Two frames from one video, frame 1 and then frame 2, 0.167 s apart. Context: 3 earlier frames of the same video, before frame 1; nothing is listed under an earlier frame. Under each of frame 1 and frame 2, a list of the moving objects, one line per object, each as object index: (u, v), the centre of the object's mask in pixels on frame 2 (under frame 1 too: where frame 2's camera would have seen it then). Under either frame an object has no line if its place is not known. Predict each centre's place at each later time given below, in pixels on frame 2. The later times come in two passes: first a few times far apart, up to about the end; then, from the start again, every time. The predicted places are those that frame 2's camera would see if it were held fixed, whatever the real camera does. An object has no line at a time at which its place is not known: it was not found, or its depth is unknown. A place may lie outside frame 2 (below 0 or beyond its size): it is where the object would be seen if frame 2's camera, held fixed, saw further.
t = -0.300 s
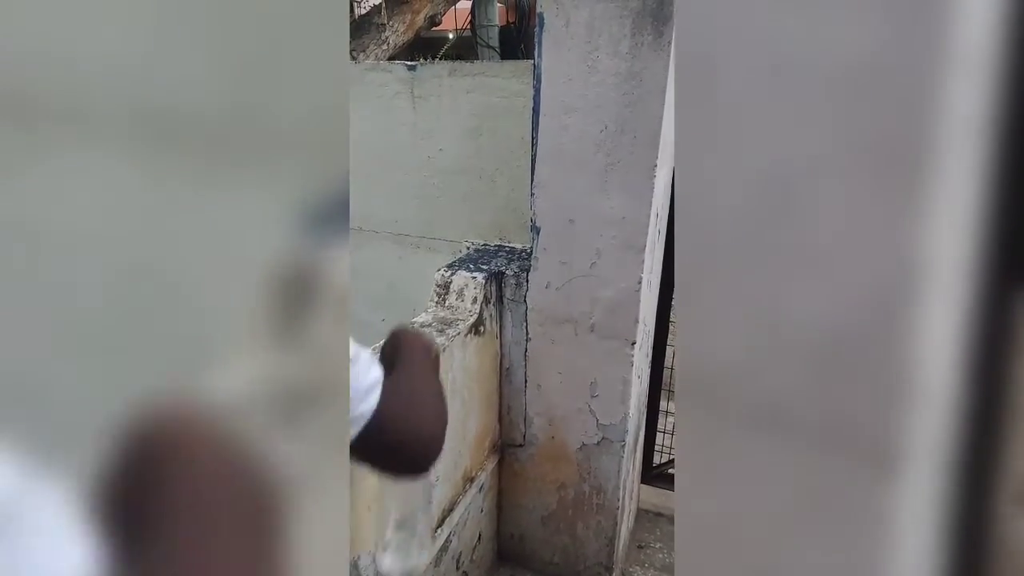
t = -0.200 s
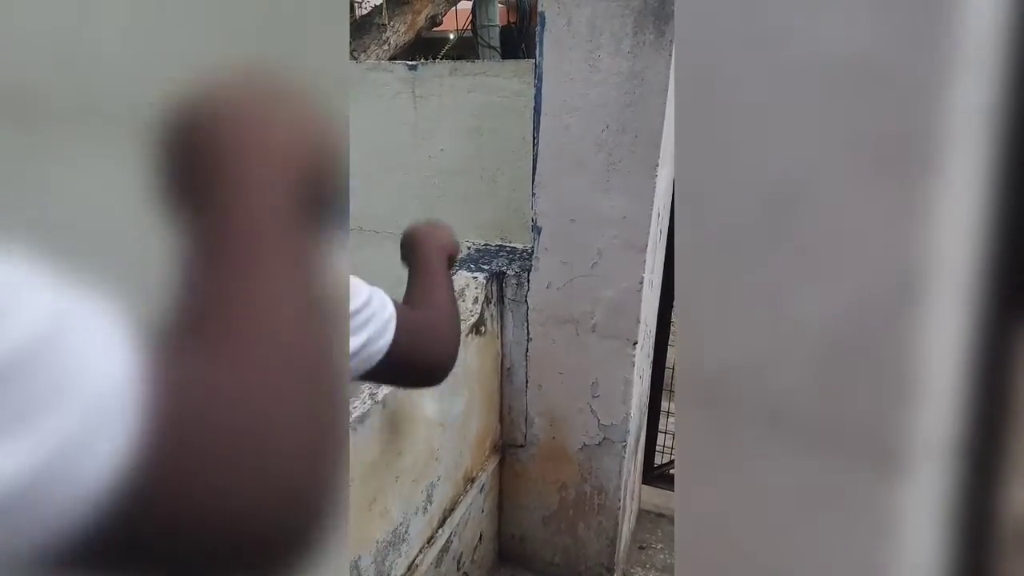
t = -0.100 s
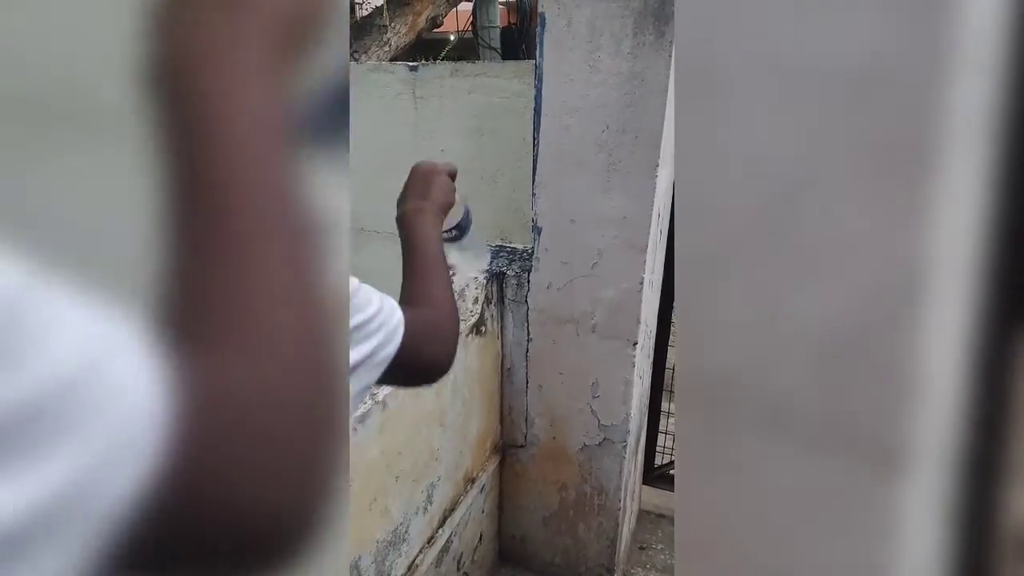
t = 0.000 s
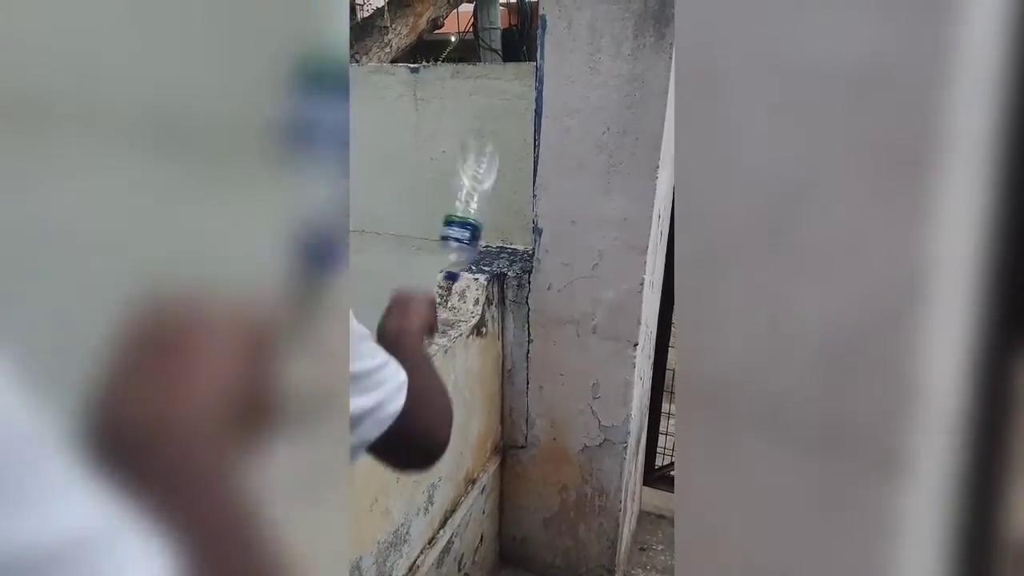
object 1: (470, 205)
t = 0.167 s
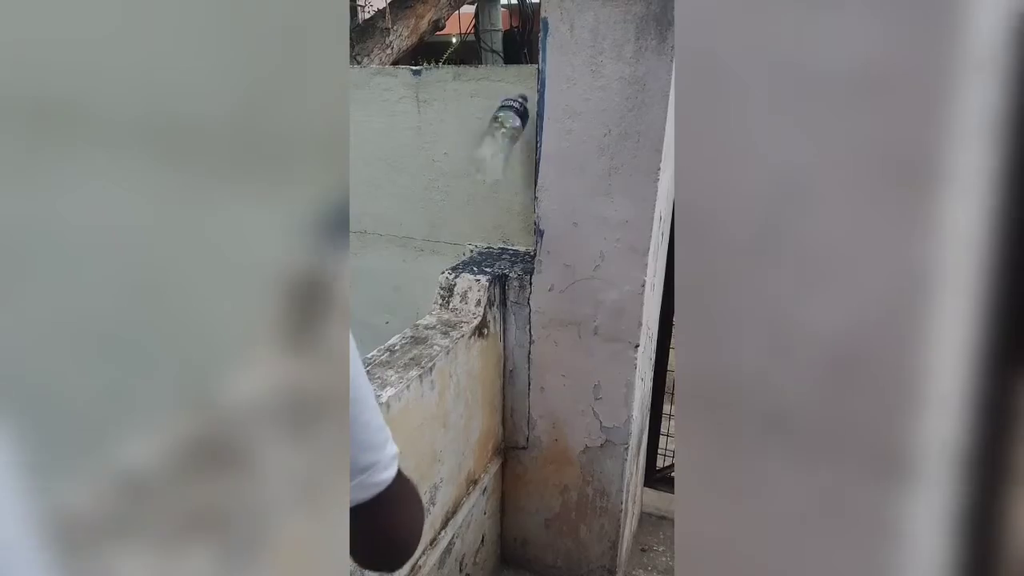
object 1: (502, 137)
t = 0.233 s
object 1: (504, 154)
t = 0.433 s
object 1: (500, 208)
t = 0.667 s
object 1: (500, 209)
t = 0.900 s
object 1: (498, 209)
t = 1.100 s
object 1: (498, 209)
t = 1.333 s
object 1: (498, 210)
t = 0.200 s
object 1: (503, 142)
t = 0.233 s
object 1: (504, 154)
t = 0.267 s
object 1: (504, 174)
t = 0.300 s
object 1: (504, 197)
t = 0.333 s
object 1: (506, 209)
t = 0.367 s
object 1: (506, 208)
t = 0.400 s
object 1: (503, 208)
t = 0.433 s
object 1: (500, 208)
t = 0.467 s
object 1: (498, 208)
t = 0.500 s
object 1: (497, 208)
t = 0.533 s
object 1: (497, 208)
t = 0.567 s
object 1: (498, 208)
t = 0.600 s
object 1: (499, 209)
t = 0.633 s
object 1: (499, 209)
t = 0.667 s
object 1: (500, 209)
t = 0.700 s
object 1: (499, 209)
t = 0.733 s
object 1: (498, 209)
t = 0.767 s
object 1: (497, 208)
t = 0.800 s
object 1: (498, 209)
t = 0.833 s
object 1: (499, 209)
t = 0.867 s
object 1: (499, 209)
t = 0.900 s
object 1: (498, 209)
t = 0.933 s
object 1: (497, 209)
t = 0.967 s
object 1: (497, 209)
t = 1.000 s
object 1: (498, 209)
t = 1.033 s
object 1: (497, 209)
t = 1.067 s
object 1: (497, 209)
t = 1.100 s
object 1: (498, 209)
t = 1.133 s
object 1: (498, 210)
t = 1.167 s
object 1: (498, 210)
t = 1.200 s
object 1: (498, 210)
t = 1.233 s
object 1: (498, 210)
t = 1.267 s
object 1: (498, 210)
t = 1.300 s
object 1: (498, 210)
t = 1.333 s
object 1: (498, 210)
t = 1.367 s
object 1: (498, 210)
